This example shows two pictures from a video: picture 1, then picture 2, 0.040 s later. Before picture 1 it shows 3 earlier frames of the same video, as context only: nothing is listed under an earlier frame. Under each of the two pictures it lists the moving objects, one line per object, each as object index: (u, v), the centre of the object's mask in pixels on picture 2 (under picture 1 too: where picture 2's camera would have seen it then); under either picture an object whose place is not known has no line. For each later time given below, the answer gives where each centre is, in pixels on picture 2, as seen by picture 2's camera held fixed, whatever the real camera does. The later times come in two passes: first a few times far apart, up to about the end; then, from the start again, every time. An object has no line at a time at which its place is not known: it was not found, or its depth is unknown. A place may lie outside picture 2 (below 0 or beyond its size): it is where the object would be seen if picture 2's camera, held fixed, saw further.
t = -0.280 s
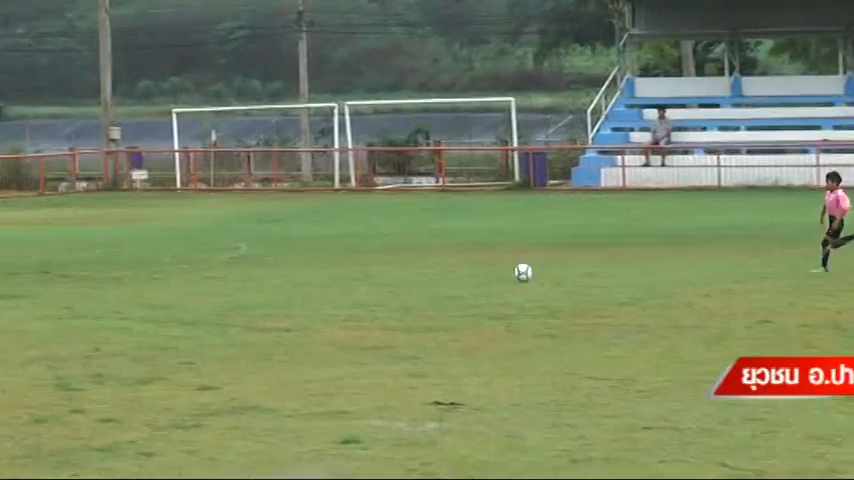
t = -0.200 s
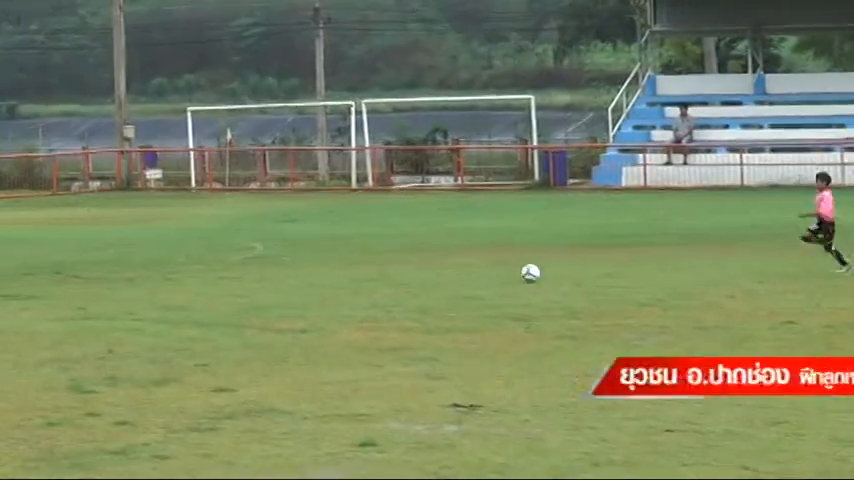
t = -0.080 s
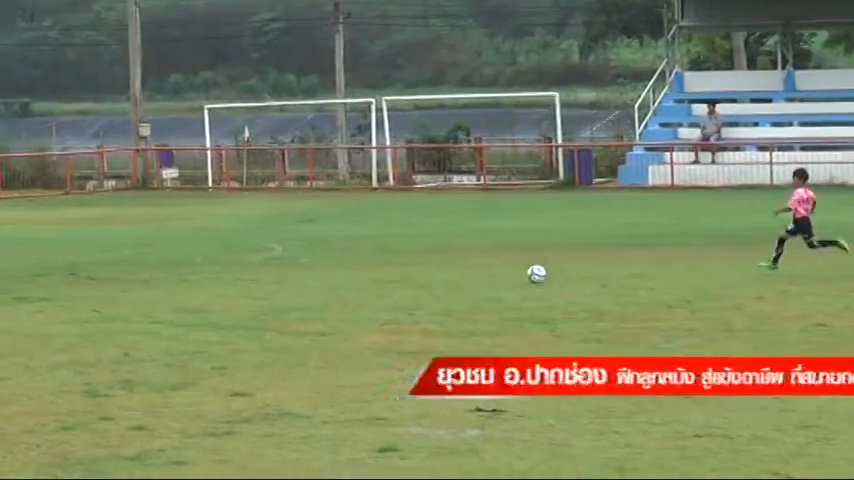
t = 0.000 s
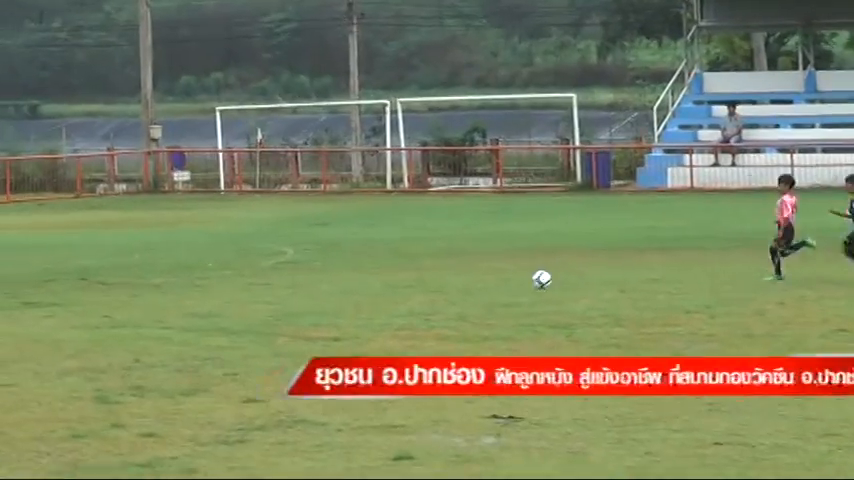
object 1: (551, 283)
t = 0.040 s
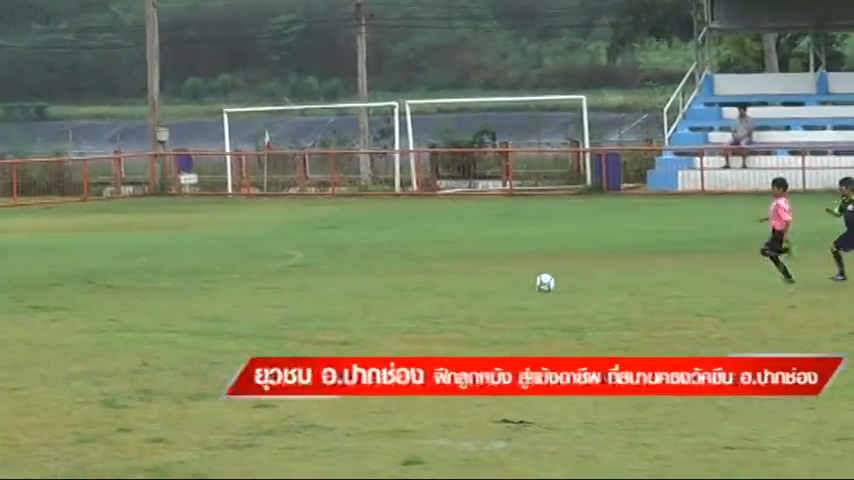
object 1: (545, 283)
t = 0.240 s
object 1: (516, 282)
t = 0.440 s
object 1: (488, 283)
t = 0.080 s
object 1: (539, 282)
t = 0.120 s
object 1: (533, 282)
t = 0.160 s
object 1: (528, 282)
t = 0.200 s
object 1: (522, 282)
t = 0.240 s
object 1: (516, 282)
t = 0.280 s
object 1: (510, 283)
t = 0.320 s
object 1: (505, 282)
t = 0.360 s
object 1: (499, 282)
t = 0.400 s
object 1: (494, 282)
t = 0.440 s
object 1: (488, 283)
